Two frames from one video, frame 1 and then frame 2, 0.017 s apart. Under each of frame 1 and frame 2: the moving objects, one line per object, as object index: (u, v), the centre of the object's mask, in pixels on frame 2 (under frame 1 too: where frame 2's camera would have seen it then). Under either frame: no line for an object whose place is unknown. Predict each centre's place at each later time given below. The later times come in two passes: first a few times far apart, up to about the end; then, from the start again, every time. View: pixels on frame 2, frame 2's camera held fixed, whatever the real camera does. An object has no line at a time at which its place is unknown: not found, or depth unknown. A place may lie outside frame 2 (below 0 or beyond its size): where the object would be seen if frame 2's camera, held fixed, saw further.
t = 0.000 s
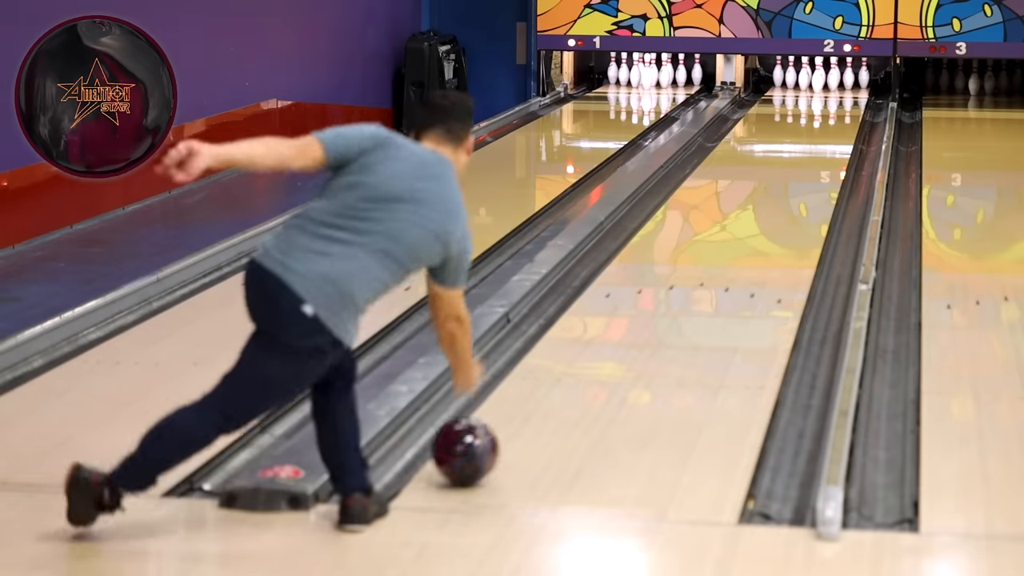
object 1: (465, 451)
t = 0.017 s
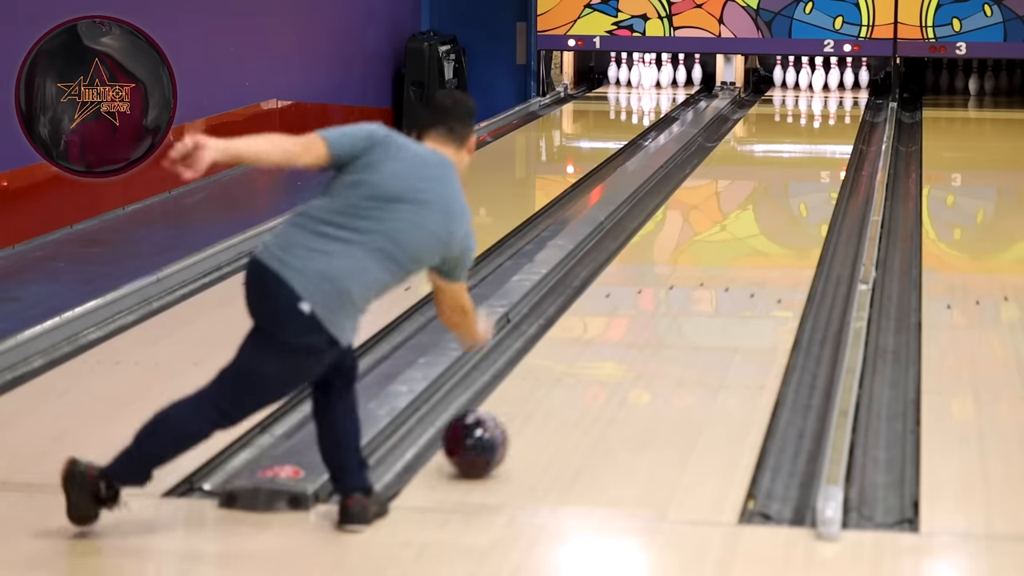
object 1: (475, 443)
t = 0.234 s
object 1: (581, 352)
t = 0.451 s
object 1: (655, 288)
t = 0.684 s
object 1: (711, 238)
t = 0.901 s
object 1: (750, 202)
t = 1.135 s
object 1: (782, 172)
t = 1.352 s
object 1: (805, 149)
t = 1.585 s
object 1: (823, 129)
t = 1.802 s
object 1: (834, 113)
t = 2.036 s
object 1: (838, 100)
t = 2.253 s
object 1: (831, 89)
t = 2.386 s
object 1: (826, 83)
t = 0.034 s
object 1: (485, 434)
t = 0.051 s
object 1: (494, 425)
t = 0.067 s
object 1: (503, 418)
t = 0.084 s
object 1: (512, 411)
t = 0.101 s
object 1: (521, 404)
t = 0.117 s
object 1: (529, 397)
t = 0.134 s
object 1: (538, 390)
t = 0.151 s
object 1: (546, 384)
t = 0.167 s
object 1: (553, 377)
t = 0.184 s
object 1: (561, 371)
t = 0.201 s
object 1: (568, 364)
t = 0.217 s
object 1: (575, 358)
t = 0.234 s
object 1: (581, 352)
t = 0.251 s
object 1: (588, 347)
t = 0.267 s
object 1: (594, 341)
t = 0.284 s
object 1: (601, 336)
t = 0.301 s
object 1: (607, 331)
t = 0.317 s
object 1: (613, 325)
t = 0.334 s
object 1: (618, 320)
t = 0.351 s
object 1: (624, 315)
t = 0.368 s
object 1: (629, 310)
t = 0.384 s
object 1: (635, 306)
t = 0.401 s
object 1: (640, 301)
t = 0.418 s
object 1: (645, 297)
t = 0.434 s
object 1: (650, 293)
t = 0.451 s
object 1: (655, 288)
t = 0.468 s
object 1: (659, 284)
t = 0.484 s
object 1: (664, 280)
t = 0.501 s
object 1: (668, 276)
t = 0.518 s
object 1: (673, 272)
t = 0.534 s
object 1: (677, 269)
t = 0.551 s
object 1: (681, 265)
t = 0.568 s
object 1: (685, 261)
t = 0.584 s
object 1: (689, 258)
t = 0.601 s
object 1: (693, 255)
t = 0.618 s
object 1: (697, 251)
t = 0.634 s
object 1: (701, 248)
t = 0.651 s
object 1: (704, 245)
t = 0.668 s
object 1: (708, 241)
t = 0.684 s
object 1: (711, 238)
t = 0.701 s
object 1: (714, 235)
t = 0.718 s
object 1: (718, 232)
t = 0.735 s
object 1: (721, 229)
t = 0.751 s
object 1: (724, 226)
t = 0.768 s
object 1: (727, 223)
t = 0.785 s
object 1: (730, 220)
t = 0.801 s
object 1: (734, 217)
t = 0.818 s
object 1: (736, 215)
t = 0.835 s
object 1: (739, 212)
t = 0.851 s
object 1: (742, 209)
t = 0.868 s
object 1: (745, 207)
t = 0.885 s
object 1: (748, 204)
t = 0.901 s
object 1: (750, 202)
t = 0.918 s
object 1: (753, 200)
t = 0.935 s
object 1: (755, 197)
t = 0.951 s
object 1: (758, 195)
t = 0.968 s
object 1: (760, 193)
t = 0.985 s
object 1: (763, 190)
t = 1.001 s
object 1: (765, 188)
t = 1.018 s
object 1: (767, 186)
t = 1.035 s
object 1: (769, 184)
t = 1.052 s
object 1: (772, 182)
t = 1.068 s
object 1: (774, 179)
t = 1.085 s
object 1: (776, 177)
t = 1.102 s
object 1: (778, 175)
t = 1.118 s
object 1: (780, 174)
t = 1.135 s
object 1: (782, 172)
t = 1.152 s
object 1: (784, 170)
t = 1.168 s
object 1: (786, 168)
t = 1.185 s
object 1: (788, 166)
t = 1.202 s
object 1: (790, 164)
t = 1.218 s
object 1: (791, 163)
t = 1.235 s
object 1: (793, 161)
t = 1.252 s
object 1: (795, 159)
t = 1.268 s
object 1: (797, 157)
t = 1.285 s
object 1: (798, 156)
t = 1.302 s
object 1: (800, 154)
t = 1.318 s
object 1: (801, 153)
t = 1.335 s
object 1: (803, 151)
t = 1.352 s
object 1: (805, 149)
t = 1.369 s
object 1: (806, 148)
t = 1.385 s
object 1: (808, 146)
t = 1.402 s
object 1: (809, 145)
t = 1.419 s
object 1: (810, 143)
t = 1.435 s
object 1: (812, 142)
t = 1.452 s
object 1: (813, 140)
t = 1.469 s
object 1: (814, 139)
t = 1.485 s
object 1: (816, 137)
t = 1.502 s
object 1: (817, 136)
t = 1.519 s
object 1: (818, 134)
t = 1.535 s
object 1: (819, 133)
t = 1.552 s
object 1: (820, 132)
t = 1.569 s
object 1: (822, 131)
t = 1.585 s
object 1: (823, 129)
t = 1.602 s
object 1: (824, 128)
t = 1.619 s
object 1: (825, 127)
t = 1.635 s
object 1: (826, 125)
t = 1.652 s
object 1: (827, 124)
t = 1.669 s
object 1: (828, 123)
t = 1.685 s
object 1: (829, 122)
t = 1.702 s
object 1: (829, 120)
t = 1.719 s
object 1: (830, 119)
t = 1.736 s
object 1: (831, 118)
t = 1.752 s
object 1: (832, 117)
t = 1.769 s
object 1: (832, 116)
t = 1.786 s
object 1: (833, 115)
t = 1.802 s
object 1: (834, 113)
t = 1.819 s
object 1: (835, 112)
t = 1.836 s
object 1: (835, 111)
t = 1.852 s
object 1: (836, 110)
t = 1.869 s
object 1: (836, 109)
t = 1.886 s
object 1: (837, 108)
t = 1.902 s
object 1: (837, 107)
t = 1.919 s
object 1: (837, 106)
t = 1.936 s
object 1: (837, 105)
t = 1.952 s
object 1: (838, 104)
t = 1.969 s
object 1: (838, 103)
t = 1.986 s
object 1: (838, 102)
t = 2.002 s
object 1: (838, 101)
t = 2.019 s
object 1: (838, 101)
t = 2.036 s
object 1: (838, 100)
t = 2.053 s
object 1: (837, 99)
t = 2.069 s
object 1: (837, 98)
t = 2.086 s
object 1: (837, 97)
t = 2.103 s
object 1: (836, 97)
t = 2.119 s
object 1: (836, 96)
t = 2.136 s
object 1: (835, 95)
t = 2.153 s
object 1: (835, 94)
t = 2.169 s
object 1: (834, 93)
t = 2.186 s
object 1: (834, 92)
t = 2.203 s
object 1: (833, 91)
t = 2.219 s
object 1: (833, 91)
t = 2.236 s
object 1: (832, 90)
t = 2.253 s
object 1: (831, 89)
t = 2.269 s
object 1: (831, 88)
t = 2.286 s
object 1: (830, 87)
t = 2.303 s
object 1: (829, 87)
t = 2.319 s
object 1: (828, 86)
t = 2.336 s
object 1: (828, 86)
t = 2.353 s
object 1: (827, 84)
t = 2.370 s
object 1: (827, 84)
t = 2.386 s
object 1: (826, 83)
